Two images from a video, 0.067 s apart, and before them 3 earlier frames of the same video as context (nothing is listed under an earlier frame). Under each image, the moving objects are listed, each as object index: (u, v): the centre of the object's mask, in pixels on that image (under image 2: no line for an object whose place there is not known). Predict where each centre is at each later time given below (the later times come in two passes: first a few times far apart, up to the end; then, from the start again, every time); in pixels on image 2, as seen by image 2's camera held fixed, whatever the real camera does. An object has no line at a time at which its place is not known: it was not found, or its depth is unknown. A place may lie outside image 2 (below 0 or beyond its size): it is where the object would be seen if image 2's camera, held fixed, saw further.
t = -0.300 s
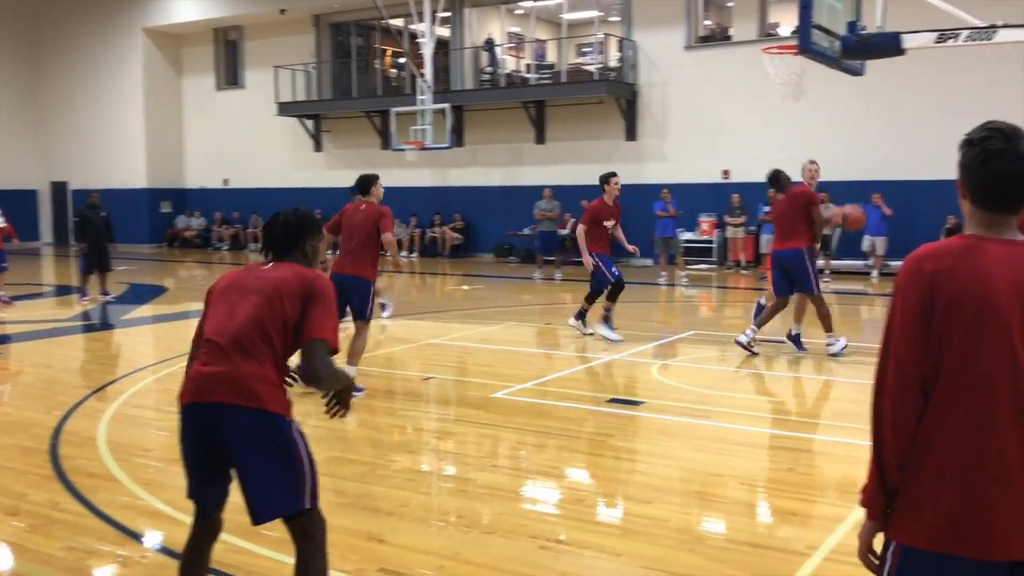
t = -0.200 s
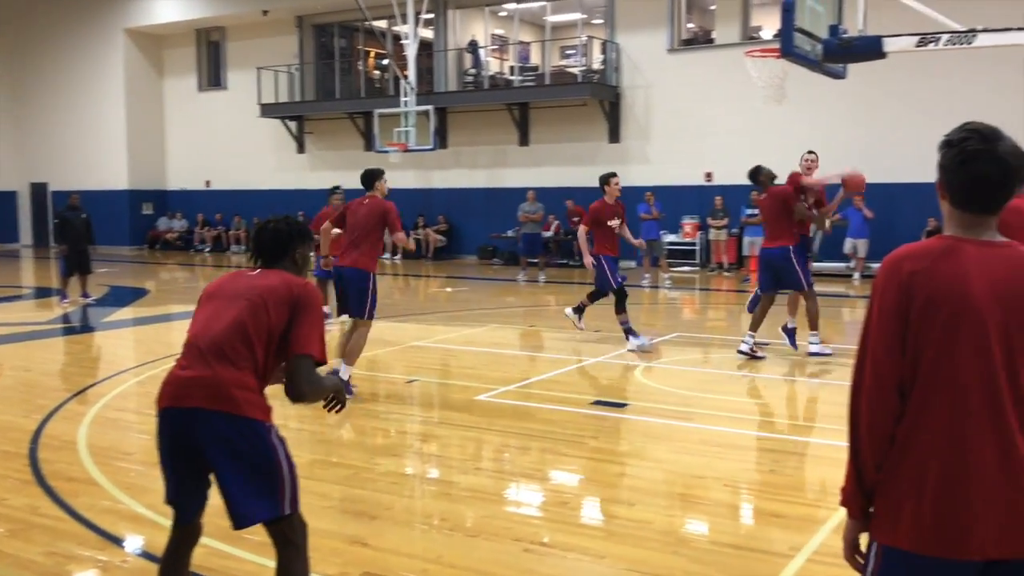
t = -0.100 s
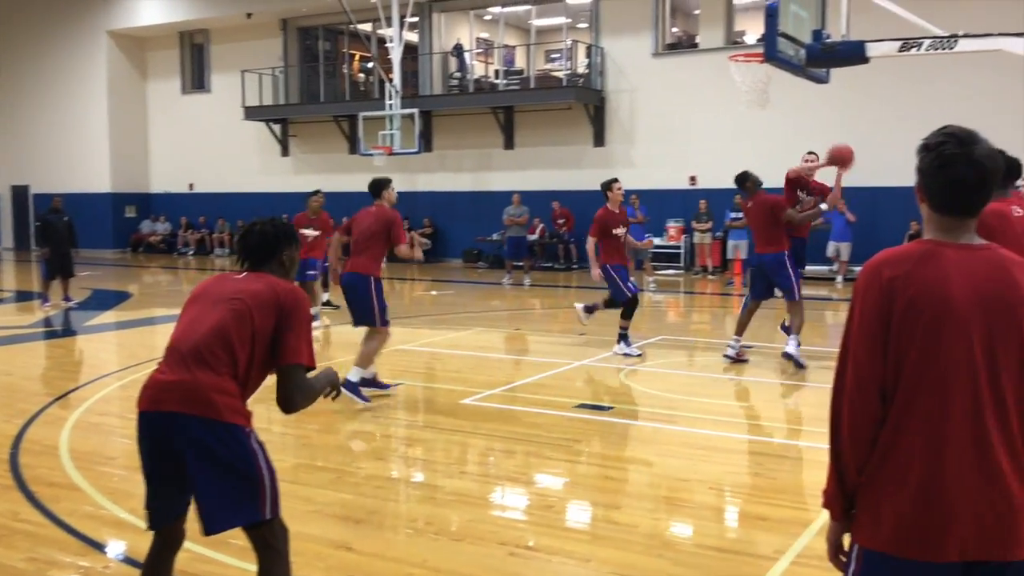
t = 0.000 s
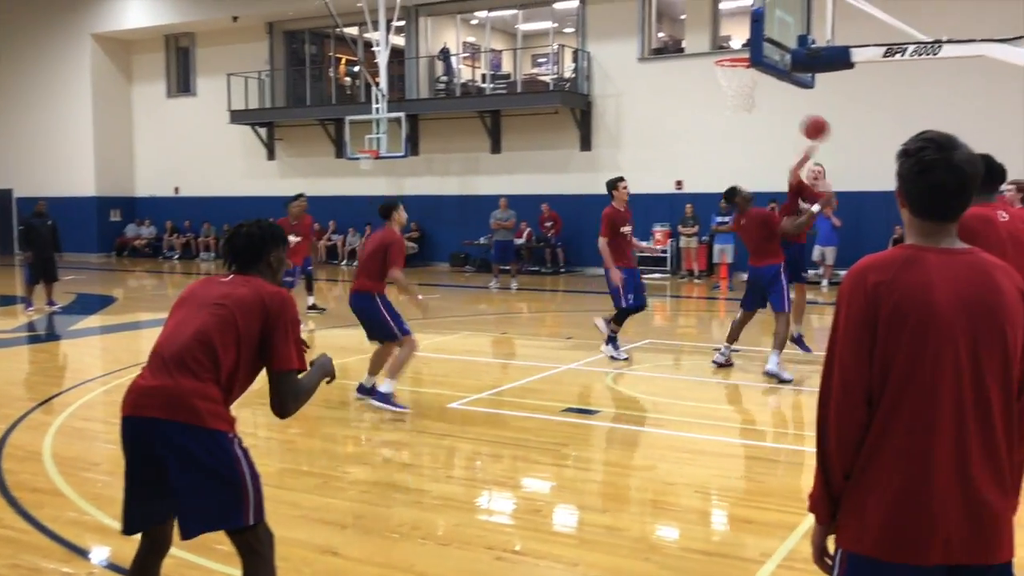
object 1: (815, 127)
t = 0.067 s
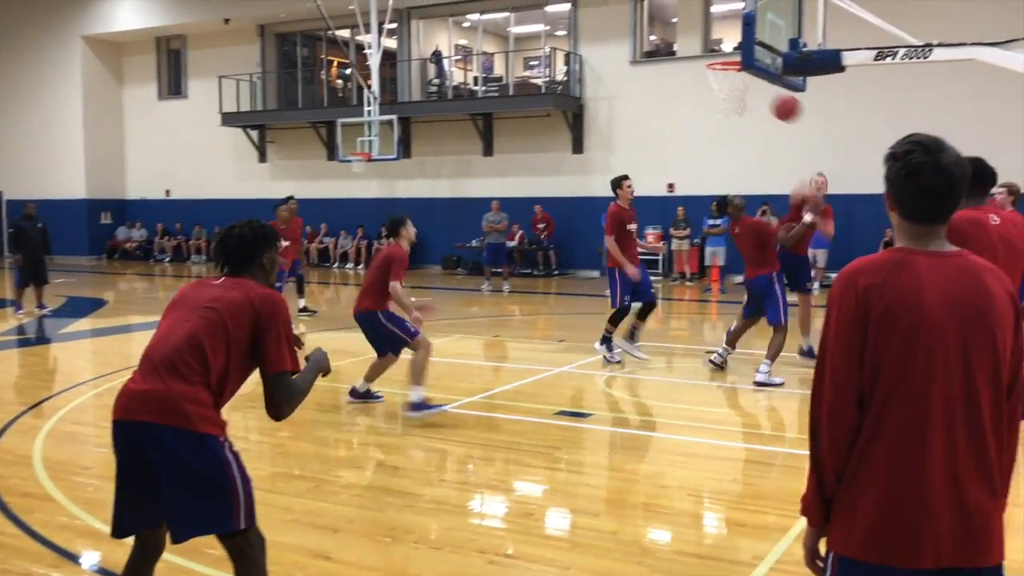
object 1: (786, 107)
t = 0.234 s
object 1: (720, 59)
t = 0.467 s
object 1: (582, 22)
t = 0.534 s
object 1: (524, 25)
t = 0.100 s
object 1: (774, 97)
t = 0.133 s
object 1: (762, 86)
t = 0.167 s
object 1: (750, 76)
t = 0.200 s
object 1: (737, 68)
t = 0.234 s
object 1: (720, 59)
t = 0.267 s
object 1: (706, 50)
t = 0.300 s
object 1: (691, 43)
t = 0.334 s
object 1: (672, 36)
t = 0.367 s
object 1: (652, 31)
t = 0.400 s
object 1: (628, 27)
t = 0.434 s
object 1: (607, 23)
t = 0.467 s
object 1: (582, 22)
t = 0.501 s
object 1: (555, 23)
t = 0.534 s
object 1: (524, 25)
